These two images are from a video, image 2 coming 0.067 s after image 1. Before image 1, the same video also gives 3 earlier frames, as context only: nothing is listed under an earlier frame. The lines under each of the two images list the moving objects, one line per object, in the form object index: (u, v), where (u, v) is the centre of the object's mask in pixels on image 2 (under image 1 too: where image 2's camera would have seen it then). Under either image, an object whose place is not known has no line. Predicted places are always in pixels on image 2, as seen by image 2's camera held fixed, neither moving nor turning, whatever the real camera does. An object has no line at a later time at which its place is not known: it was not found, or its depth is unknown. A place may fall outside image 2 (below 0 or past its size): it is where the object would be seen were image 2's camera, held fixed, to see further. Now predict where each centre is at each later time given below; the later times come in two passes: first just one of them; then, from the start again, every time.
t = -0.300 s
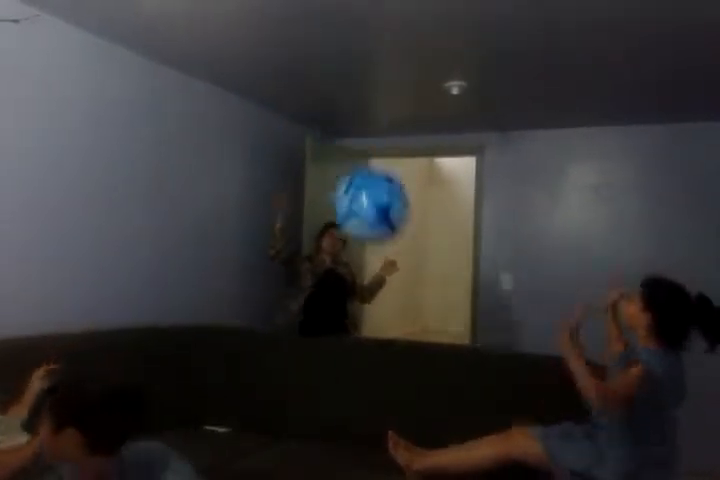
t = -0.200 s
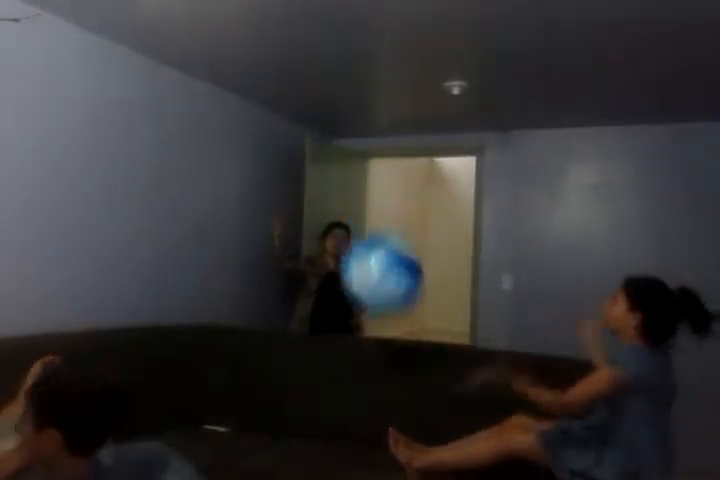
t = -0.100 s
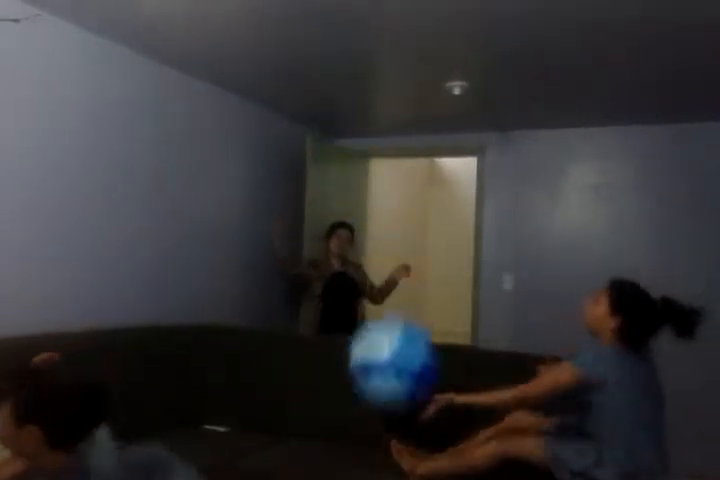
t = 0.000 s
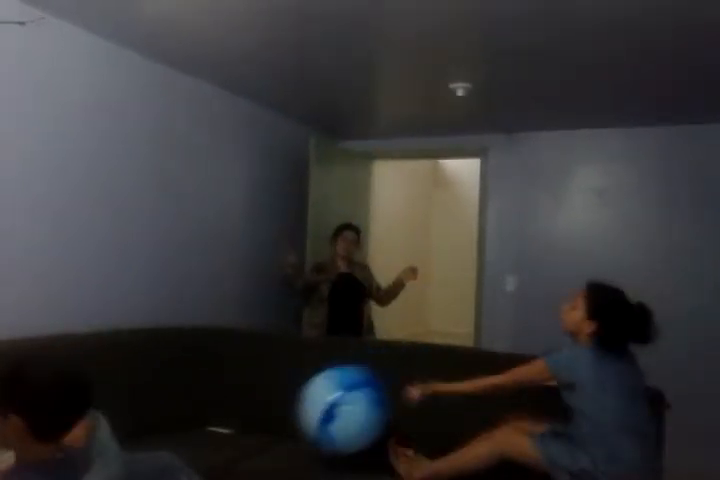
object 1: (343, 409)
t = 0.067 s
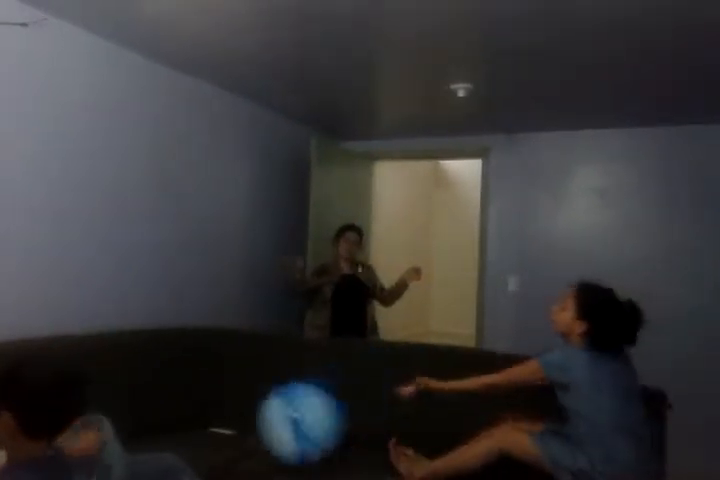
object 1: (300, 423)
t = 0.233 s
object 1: (218, 375)
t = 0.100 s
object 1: (282, 410)
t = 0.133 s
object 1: (263, 398)
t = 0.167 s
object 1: (248, 390)
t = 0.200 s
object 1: (233, 381)
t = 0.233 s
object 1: (218, 375)
